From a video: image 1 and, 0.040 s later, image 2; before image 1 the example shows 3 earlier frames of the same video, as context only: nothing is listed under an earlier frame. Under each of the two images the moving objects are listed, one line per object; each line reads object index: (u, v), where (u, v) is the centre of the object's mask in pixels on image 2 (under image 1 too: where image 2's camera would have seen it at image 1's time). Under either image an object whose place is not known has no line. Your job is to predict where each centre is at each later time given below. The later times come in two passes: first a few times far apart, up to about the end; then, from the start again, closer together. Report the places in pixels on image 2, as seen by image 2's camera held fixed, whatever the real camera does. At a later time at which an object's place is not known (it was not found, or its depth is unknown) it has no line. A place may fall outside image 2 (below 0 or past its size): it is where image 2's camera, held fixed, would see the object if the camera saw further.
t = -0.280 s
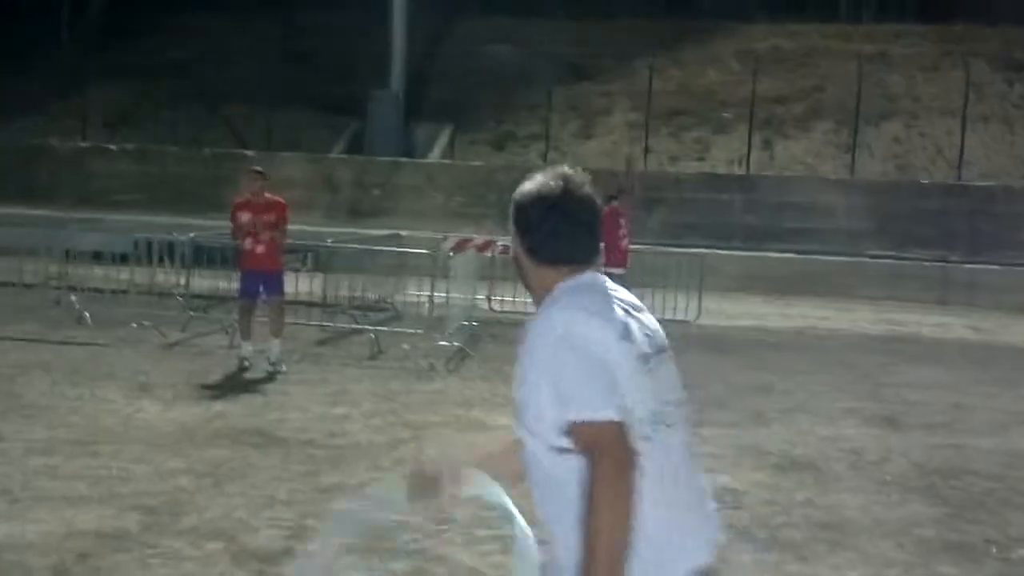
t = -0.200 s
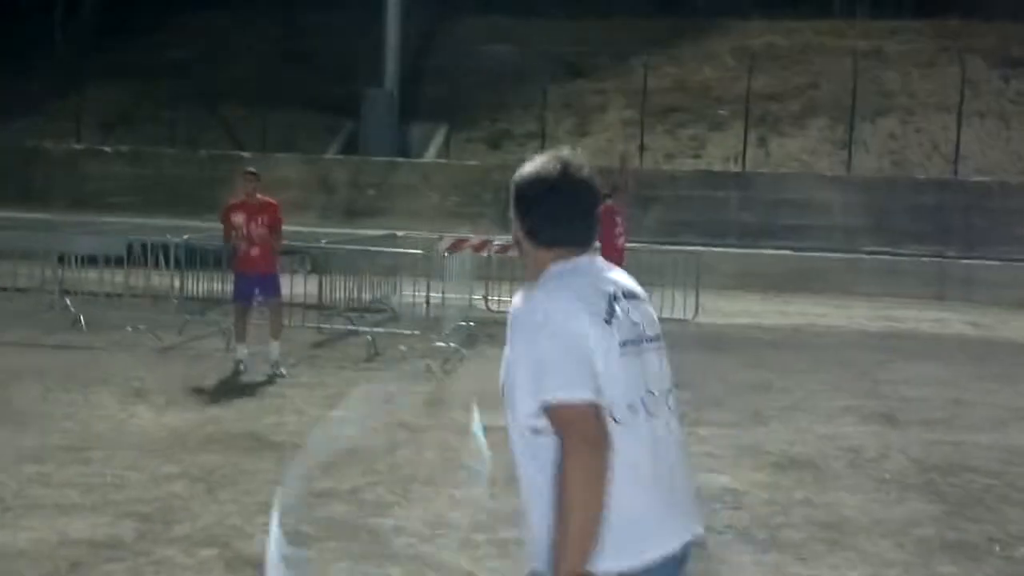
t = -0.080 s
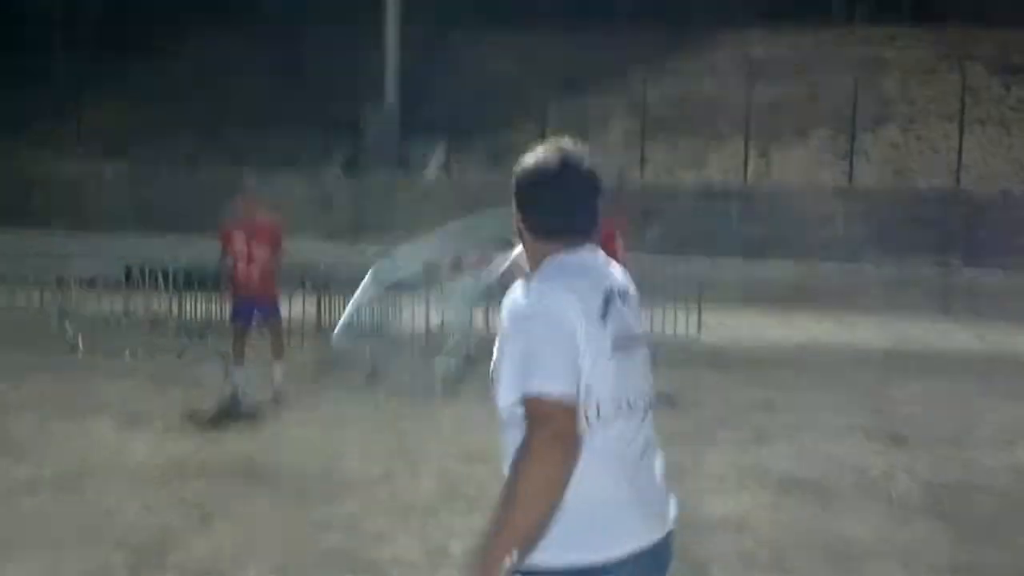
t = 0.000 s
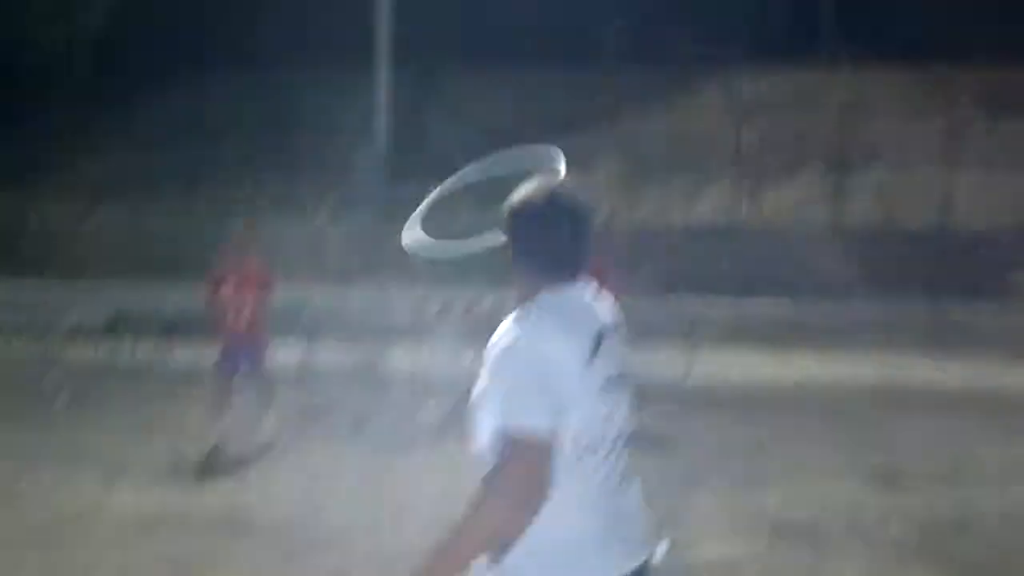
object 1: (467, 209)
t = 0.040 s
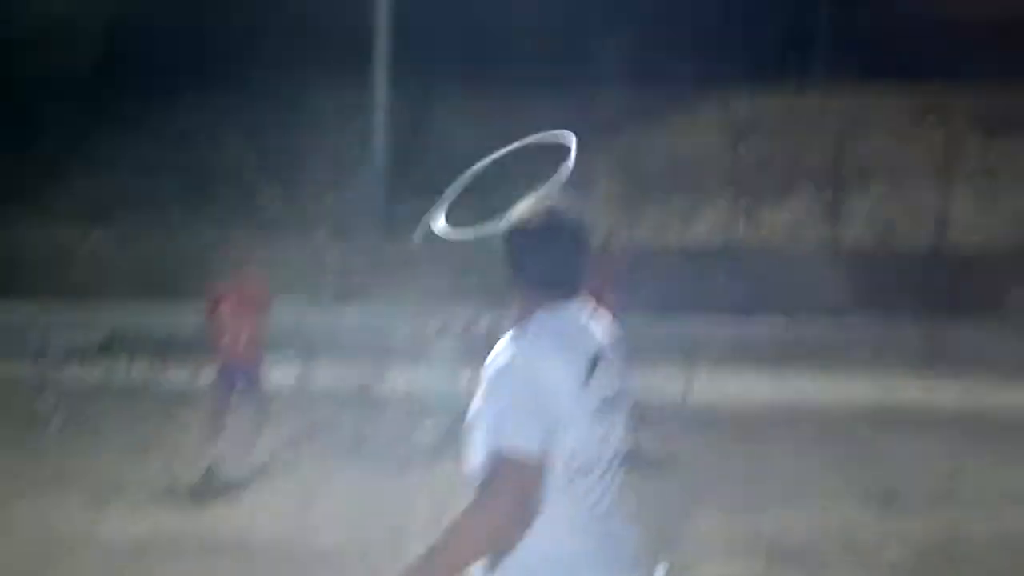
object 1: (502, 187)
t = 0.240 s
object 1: (578, 96)
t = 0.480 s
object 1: (622, 102)
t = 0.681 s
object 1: (635, 159)
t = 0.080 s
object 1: (519, 165)
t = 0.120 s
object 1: (532, 142)
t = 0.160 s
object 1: (550, 122)
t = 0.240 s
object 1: (578, 96)
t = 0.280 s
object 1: (587, 90)
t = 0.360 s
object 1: (606, 93)
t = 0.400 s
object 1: (612, 97)
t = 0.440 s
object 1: (619, 97)
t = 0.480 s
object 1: (622, 102)
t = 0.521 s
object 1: (628, 110)
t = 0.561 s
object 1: (631, 123)
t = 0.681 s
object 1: (635, 159)
